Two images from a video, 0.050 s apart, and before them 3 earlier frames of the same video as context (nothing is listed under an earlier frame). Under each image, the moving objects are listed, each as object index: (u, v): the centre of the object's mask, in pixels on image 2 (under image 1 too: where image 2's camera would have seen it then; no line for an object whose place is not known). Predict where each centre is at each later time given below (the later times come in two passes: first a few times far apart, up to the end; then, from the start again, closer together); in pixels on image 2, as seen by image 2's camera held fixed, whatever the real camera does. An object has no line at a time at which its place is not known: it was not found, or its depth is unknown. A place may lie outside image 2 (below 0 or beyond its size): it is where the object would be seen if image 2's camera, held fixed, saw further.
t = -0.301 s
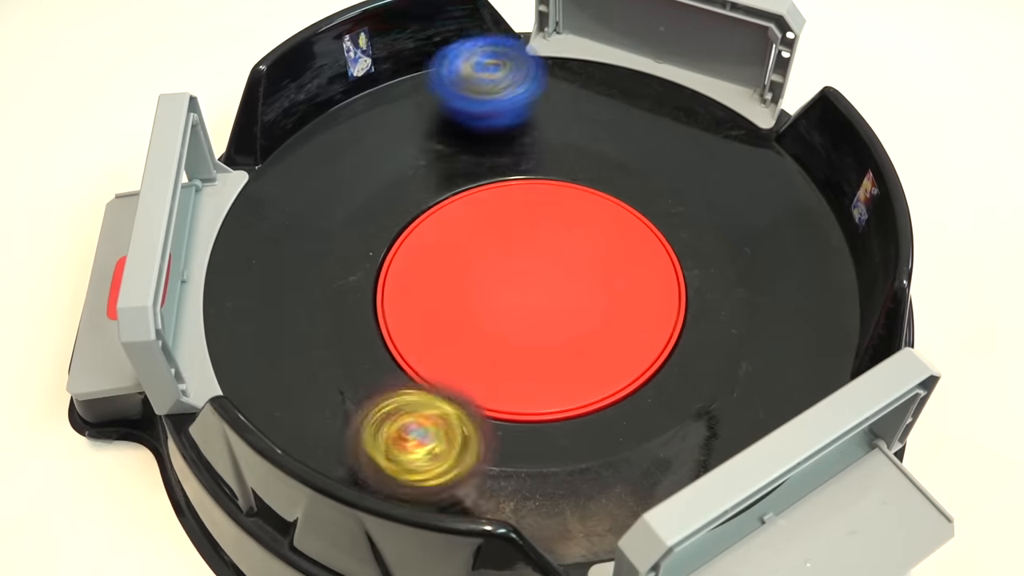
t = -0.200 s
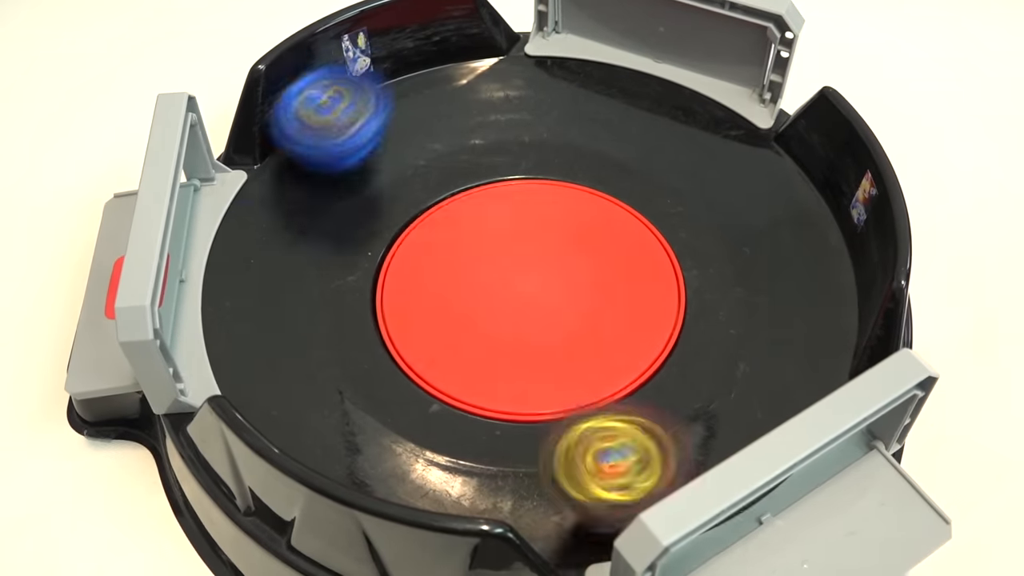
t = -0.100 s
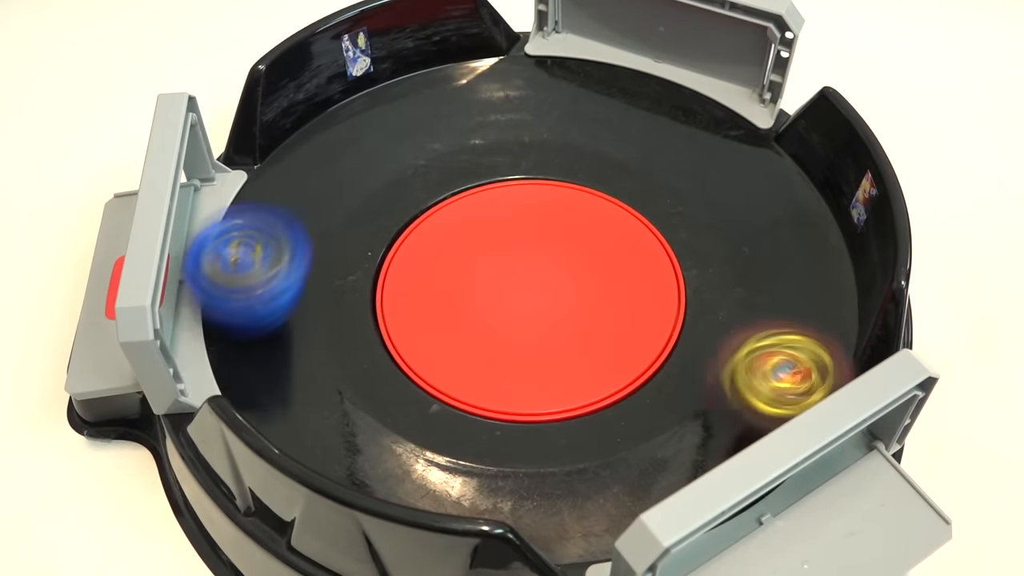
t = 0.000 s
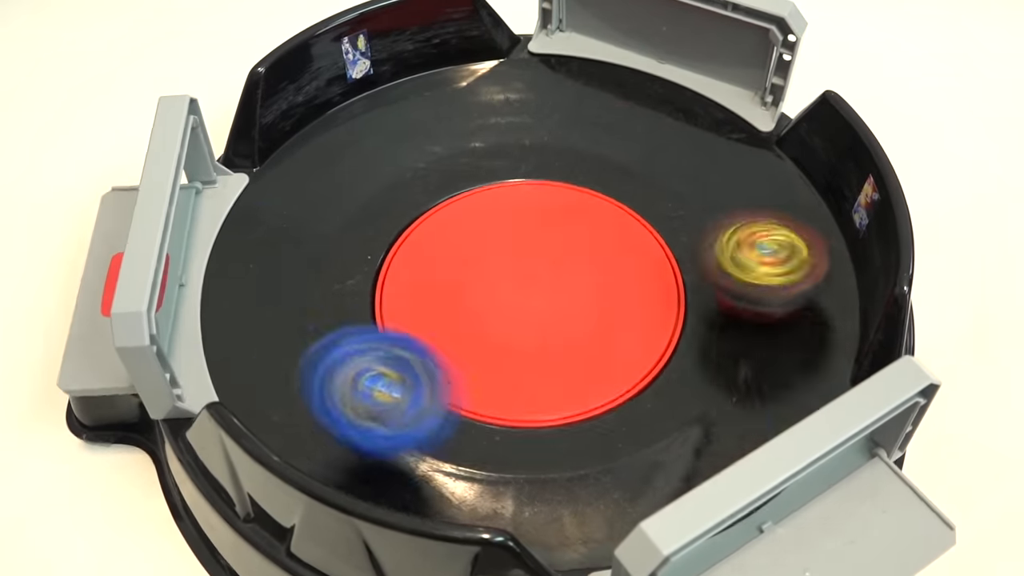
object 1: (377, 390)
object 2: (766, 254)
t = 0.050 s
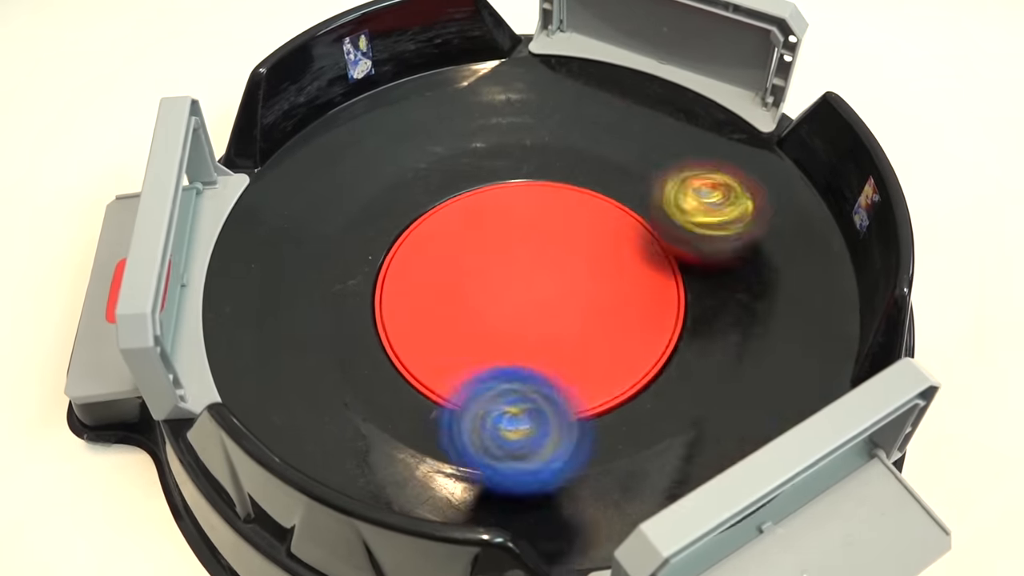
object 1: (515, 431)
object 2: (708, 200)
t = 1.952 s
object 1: (658, 123)
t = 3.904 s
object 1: (703, 220)
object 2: (559, 44)
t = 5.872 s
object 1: (394, 329)
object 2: (601, 119)
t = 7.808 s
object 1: (589, 344)
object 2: (727, 334)
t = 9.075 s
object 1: (513, 190)
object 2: (651, 373)
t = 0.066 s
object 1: (560, 429)
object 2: (689, 185)
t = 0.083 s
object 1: (604, 427)
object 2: (668, 169)
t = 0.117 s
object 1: (688, 406)
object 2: (627, 145)
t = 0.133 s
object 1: (727, 391)
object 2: (607, 133)
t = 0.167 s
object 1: (798, 353)
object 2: (563, 116)
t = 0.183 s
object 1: (821, 331)
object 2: (538, 105)
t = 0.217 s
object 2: (489, 92)
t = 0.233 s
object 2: (467, 87)
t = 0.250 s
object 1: (779, 240)
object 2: (441, 82)
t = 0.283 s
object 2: (392, 76)
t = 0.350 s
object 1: (688, 154)
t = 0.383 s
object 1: (646, 123)
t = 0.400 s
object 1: (622, 109)
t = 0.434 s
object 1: (569, 87)
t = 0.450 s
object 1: (542, 78)
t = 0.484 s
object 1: (482, 64)
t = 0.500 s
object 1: (455, 63)
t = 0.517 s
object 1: (426, 61)
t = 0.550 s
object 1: (381, 85)
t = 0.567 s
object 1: (358, 105)
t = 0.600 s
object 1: (318, 146)
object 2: (386, 404)
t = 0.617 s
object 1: (301, 169)
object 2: (417, 412)
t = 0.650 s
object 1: (275, 232)
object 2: (480, 414)
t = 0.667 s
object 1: (266, 260)
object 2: (511, 412)
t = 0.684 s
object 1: (260, 290)
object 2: (538, 408)
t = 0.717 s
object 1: (261, 351)
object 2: (595, 394)
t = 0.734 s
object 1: (277, 371)
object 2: (618, 383)
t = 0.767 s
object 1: (337, 389)
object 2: (666, 358)
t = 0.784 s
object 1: (372, 408)
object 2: (684, 348)
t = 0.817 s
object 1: (444, 439)
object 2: (721, 320)
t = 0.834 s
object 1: (485, 443)
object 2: (736, 308)
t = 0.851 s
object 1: (523, 448)
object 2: (749, 293)
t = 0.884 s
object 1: (604, 444)
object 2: (770, 258)
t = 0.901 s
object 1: (643, 436)
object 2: (778, 241)
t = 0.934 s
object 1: (712, 408)
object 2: (789, 208)
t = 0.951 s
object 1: (745, 392)
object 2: (792, 189)
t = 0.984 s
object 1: (804, 353)
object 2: (770, 159)
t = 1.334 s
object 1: (464, 92)
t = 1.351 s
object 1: (439, 99)
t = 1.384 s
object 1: (396, 117)
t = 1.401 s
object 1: (375, 129)
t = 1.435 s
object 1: (351, 154)
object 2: (242, 215)
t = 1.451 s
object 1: (346, 166)
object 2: (224, 238)
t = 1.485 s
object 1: (342, 196)
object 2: (205, 277)
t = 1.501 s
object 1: (344, 213)
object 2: (203, 292)
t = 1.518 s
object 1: (347, 226)
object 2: (218, 307)
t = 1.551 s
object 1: (362, 254)
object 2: (270, 322)
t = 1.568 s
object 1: (380, 259)
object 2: (289, 337)
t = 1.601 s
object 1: (446, 261)
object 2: (296, 386)
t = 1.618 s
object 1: (482, 263)
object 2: (304, 402)
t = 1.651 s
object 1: (540, 259)
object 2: (345, 423)
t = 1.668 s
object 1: (568, 256)
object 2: (366, 433)
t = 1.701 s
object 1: (623, 240)
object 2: (409, 451)
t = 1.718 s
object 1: (648, 229)
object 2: (430, 457)
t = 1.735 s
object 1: (670, 218)
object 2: (451, 464)
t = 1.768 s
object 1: (709, 194)
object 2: (497, 465)
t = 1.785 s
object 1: (730, 180)
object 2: (517, 464)
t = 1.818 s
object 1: (761, 151)
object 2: (556, 458)
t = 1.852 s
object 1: (754, 132)
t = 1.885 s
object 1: (726, 129)
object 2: (631, 429)
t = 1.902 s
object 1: (711, 129)
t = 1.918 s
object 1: (694, 123)
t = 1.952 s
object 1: (658, 123)
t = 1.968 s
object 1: (639, 123)
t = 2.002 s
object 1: (597, 125)
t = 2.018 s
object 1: (577, 129)
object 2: (706, 324)
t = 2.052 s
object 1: (539, 139)
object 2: (713, 296)
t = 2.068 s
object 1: (522, 146)
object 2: (715, 283)
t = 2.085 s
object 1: (504, 155)
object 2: (716, 269)
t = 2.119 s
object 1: (466, 178)
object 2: (715, 242)
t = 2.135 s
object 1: (448, 192)
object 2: (713, 230)
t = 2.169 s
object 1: (415, 224)
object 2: (706, 205)
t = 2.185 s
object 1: (401, 241)
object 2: (701, 193)
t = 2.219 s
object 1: (377, 281)
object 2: (692, 168)
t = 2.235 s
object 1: (375, 299)
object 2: (687, 159)
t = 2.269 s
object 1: (377, 340)
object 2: (670, 137)
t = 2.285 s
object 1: (381, 357)
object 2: (660, 128)
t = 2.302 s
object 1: (388, 375)
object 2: (648, 118)
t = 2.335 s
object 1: (412, 416)
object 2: (626, 102)
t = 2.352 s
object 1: (428, 428)
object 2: (613, 96)
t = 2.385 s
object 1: (471, 455)
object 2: (587, 85)
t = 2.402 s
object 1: (496, 464)
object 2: (573, 80)
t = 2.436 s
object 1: (552, 475)
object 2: (544, 75)
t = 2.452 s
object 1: (581, 478)
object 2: (529, 73)
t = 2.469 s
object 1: (609, 474)
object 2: (514, 73)
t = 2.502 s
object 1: (659, 456)
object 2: (483, 74)
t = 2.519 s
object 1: (684, 445)
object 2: (469, 75)
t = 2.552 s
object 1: (731, 417)
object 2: (440, 85)
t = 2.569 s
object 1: (751, 403)
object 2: (427, 91)
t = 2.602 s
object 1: (783, 373)
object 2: (403, 106)
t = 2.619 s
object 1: (794, 356)
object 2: (392, 115)
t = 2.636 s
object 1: (799, 331)
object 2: (381, 126)
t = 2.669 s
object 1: (800, 294)
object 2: (363, 149)
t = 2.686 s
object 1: (796, 276)
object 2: (356, 161)
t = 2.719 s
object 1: (779, 236)
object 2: (346, 189)
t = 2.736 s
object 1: (768, 221)
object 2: (342, 202)
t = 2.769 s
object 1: (740, 187)
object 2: (340, 227)
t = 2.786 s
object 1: (722, 174)
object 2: (340, 240)
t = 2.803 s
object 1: (703, 160)
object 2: (343, 253)
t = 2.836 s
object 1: (664, 140)
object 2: (348, 279)
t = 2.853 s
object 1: (643, 129)
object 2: (352, 292)
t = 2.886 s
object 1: (599, 116)
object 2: (362, 319)
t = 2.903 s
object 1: (576, 112)
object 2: (369, 332)
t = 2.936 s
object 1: (530, 105)
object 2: (385, 359)
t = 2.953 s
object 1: (505, 104)
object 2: (395, 371)
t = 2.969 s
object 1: (482, 103)
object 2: (407, 383)
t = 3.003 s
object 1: (435, 105)
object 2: (431, 406)
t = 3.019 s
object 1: (412, 109)
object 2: (444, 417)
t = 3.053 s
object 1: (369, 120)
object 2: (473, 433)
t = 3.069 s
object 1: (348, 126)
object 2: (492, 438)
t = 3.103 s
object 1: (306, 144)
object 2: (527, 446)
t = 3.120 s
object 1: (290, 150)
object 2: (548, 449)
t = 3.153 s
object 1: (256, 185)
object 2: (588, 453)
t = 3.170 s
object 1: (241, 199)
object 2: (610, 455)
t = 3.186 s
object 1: (230, 210)
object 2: (625, 453)
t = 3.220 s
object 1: (216, 254)
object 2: (663, 441)
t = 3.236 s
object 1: (212, 273)
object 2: (680, 431)
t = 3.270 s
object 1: (215, 313)
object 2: (710, 414)
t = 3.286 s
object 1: (229, 328)
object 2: (723, 406)
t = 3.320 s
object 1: (282, 353)
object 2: (747, 389)
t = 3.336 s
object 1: (314, 362)
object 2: (758, 378)
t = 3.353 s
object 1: (344, 372)
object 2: (765, 366)
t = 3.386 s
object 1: (404, 380)
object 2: (773, 331)
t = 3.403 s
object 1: (437, 382)
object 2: (774, 320)
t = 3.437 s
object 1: (498, 377)
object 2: (773, 294)
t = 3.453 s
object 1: (529, 375)
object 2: (773, 283)
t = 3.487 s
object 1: (596, 360)
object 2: (762, 256)
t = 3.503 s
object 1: (627, 350)
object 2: (753, 244)
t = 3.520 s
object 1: (662, 337)
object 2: (744, 232)
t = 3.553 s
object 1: (691, 307)
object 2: (731, 214)
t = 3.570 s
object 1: (704, 297)
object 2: (727, 198)
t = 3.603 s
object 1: (725, 283)
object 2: (718, 160)
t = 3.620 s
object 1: (732, 281)
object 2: (710, 149)
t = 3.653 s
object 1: (747, 266)
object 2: (696, 129)
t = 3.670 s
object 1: (753, 258)
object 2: (685, 119)
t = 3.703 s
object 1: (757, 248)
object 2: (667, 100)
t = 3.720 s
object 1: (757, 243)
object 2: (658, 91)
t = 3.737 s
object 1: (756, 238)
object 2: (653, 80)
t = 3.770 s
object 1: (749, 233)
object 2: (631, 66)
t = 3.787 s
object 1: (744, 232)
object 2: (619, 60)
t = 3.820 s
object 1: (732, 226)
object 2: (603, 50)
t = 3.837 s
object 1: (725, 224)
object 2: (594, 46)
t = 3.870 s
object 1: (714, 225)
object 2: (574, 43)
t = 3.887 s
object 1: (709, 223)
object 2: (567, 44)
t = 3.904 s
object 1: (703, 220)
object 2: (559, 44)
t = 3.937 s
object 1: (693, 221)
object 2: (544, 46)
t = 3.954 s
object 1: (688, 221)
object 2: (534, 47)
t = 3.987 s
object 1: (681, 218)
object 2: (524, 52)
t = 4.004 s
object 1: (682, 217)
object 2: (518, 55)
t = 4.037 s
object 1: (686, 216)
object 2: (508, 62)
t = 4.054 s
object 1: (687, 216)
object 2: (505, 66)
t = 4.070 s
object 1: (688, 216)
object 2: (503, 70)
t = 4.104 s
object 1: (688, 218)
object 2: (497, 82)
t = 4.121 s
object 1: (688, 220)
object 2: (496, 89)
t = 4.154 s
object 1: (690, 222)
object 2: (493, 105)
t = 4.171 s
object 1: (691, 223)
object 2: (491, 112)
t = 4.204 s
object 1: (693, 226)
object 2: (487, 124)
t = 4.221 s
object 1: (694, 227)
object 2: (484, 130)
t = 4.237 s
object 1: (695, 229)
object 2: (483, 135)
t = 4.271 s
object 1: (697, 231)
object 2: (478, 147)
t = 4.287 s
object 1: (697, 232)
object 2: (475, 153)
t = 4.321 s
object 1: (698, 234)
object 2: (466, 162)
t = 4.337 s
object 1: (698, 235)
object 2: (458, 168)
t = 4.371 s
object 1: (700, 237)
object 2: (440, 182)
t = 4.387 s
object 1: (700, 236)
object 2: (432, 190)
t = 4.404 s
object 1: (700, 238)
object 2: (423, 199)
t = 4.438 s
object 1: (702, 238)
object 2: (402, 224)
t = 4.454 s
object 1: (700, 239)
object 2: (391, 240)
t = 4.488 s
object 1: (702, 237)
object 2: (380, 267)
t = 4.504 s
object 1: (702, 238)
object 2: (373, 284)
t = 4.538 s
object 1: (702, 236)
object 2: (378, 311)
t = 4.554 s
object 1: (703, 234)
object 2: (387, 320)
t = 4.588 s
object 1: (701, 231)
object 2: (409, 337)
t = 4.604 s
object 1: (701, 229)
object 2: (424, 346)
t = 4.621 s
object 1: (701, 228)
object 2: (437, 352)
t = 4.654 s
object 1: (698, 225)
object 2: (468, 359)
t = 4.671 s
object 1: (697, 223)
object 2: (481, 365)
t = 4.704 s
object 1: (692, 220)
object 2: (511, 374)
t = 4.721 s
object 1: (690, 218)
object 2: (526, 373)
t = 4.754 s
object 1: (686, 215)
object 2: (549, 377)
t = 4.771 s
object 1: (684, 215)
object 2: (558, 378)
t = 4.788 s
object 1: (681, 212)
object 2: (567, 379)
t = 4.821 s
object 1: (677, 205)
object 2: (579, 377)
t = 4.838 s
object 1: (676, 200)
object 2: (584, 377)
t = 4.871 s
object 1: (672, 194)
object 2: (590, 376)
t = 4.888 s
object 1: (670, 191)
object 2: (592, 376)
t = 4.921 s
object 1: (664, 186)
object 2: (596, 375)
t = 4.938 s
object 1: (659, 184)
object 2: (596, 374)
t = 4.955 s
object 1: (655, 182)
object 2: (599, 383)
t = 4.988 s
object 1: (643, 176)
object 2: (599, 381)
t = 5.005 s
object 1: (636, 172)
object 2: (599, 380)
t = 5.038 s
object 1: (622, 165)
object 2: (598, 378)
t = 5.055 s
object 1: (613, 163)
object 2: (599, 377)
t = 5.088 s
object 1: (594, 157)
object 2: (602, 379)
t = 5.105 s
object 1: (584, 154)
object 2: (603, 380)
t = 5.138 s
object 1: (560, 151)
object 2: (604, 379)
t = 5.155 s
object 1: (546, 150)
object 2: (606, 379)
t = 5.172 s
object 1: (531, 150)
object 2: (606, 379)
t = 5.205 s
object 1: (497, 155)
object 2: (607, 378)
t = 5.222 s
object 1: (477, 159)
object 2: (608, 380)
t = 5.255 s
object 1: (439, 172)
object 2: (608, 379)
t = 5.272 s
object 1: (422, 180)
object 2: (607, 379)
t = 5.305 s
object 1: (394, 199)
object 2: (608, 375)
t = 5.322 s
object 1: (383, 209)
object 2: (608, 373)
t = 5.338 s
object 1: (372, 219)
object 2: (611, 370)
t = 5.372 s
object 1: (354, 238)
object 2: (618, 361)
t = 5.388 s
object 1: (347, 246)
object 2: (620, 355)
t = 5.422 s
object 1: (335, 261)
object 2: (631, 343)
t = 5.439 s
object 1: (331, 267)
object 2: (635, 335)
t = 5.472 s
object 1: (326, 278)
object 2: (645, 317)
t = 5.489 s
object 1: (324, 282)
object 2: (652, 305)
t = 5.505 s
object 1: (324, 285)
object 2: (653, 296)
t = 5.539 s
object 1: (326, 290)
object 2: (662, 268)
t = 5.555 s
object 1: (327, 295)
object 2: (663, 256)
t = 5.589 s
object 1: (331, 300)
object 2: (666, 227)
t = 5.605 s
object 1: (335, 304)
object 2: (665, 214)
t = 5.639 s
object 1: (340, 310)
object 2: (660, 187)
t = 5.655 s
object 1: (343, 312)
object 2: (655, 178)
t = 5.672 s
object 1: (347, 316)
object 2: (650, 168)
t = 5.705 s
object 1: (355, 321)
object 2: (645, 155)
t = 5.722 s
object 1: (358, 323)
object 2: (640, 148)
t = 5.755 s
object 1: (365, 326)
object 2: (631, 139)
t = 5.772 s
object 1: (369, 327)
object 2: (627, 134)
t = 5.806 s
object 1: (377, 329)
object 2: (616, 128)
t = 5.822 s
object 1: (381, 329)
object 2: (612, 125)
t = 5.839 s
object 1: (385, 329)
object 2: (608, 123)
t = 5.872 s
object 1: (394, 329)
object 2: (601, 119)
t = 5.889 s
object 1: (401, 331)
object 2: (598, 118)
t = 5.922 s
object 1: (414, 335)
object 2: (591, 115)
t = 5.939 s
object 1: (420, 336)
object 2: (589, 114)
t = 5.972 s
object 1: (439, 341)
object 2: (583, 111)
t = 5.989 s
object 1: (450, 345)
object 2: (582, 111)
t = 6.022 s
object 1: (475, 351)
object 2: (578, 111)
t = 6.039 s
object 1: (490, 351)
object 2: (578, 111)
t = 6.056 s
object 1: (506, 355)
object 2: (577, 111)
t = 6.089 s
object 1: (542, 359)
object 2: (574, 112)
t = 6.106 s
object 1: (561, 360)
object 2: (573, 113)
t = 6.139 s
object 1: (604, 358)
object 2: (570, 114)
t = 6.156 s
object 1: (624, 354)
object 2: (569, 116)
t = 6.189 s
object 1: (656, 343)
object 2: (566, 116)
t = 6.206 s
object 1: (670, 337)
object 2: (564, 119)
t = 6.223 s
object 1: (681, 332)
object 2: (563, 119)
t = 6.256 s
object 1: (698, 320)
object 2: (558, 123)
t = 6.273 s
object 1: (704, 315)
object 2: (557, 124)
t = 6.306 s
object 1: (712, 302)
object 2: (553, 126)
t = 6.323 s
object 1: (714, 295)
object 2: (552, 126)
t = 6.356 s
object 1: (717, 281)
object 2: (549, 129)
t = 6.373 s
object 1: (717, 275)
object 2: (547, 130)
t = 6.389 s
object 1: (717, 268)
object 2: (547, 130)
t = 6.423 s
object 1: (716, 256)
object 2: (544, 131)
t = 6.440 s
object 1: (715, 250)
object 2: (544, 132)
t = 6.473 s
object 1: (713, 239)
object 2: (541, 135)
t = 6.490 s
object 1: (711, 234)
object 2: (539, 136)
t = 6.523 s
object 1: (708, 225)
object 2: (535, 140)
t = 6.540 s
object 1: (706, 222)
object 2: (531, 142)
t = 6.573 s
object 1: (703, 215)
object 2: (522, 149)
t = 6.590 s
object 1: (700, 212)
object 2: (513, 153)
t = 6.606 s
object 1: (698, 209)
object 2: (507, 155)
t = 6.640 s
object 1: (695, 206)
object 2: (488, 162)
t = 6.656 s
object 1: (692, 204)
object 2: (477, 165)
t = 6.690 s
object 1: (687, 201)
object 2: (453, 176)
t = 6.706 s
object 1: (685, 201)
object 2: (439, 182)
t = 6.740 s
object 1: (679, 200)
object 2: (411, 197)
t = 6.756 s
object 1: (675, 200)
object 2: (396, 203)
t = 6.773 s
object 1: (672, 200)
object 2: (387, 213)
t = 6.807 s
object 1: (665, 198)
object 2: (378, 237)
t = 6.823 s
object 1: (663, 196)
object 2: (381, 248)
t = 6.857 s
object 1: (659, 192)
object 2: (382, 269)
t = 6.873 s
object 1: (656, 189)
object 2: (384, 281)
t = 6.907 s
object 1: (649, 185)
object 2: (391, 303)
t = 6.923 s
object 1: (645, 184)
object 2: (398, 317)
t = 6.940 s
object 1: (640, 181)
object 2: (405, 328)
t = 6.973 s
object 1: (631, 180)
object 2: (423, 345)
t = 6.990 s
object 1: (625, 180)
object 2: (432, 352)
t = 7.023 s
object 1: (610, 175)
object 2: (450, 365)
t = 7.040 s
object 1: (602, 172)
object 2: (458, 370)
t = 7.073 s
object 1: (581, 166)
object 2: (475, 378)
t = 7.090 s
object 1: (569, 163)
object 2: (484, 381)
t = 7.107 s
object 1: (555, 160)
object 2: (493, 384)
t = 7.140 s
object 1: (524, 154)
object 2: (507, 389)
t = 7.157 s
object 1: (508, 152)
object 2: (514, 391)
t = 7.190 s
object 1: (475, 157)
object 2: (526, 394)
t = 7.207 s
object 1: (457, 164)
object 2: (533, 395)
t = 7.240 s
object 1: (422, 180)
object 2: (544, 397)
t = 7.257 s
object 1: (408, 191)
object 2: (550, 397)
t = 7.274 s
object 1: (394, 200)
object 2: (556, 395)
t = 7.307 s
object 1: (377, 225)
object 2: (570, 393)
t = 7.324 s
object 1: (373, 238)
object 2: (576, 392)
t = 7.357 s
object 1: (374, 267)
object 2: (592, 387)
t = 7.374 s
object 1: (378, 283)
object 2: (598, 386)
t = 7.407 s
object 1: (392, 308)
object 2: (613, 380)
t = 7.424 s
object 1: (402, 319)
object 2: (618, 378)
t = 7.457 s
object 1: (427, 338)
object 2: (631, 371)
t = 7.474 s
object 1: (442, 347)
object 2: (635, 369)
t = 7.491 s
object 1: (458, 354)
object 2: (640, 367)
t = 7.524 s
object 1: (490, 363)
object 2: (648, 361)
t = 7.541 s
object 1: (507, 366)
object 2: (651, 359)
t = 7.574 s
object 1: (526, 366)
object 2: (668, 354)
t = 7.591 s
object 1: (530, 368)
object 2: (680, 351)
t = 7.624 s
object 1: (540, 366)
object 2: (695, 349)
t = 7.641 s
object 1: (545, 367)
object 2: (701, 347)
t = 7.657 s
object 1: (549, 367)
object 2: (706, 346)
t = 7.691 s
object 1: (558, 368)
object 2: (714, 345)
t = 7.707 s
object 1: (562, 368)
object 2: (718, 344)
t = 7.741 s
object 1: (569, 366)
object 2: (723, 342)
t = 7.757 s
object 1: (573, 363)
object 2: (726, 339)
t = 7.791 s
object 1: (585, 353)
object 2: (728, 336)
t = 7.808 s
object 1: (589, 344)
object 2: (727, 334)
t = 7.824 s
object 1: (580, 332)
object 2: (739, 332)
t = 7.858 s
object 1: (553, 311)
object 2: (767, 327)
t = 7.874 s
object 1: (542, 299)
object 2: (777, 323)
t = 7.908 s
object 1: (523, 282)
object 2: (787, 320)
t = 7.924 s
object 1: (516, 273)
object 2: (788, 319)
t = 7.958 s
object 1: (502, 257)
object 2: (789, 314)
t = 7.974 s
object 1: (494, 251)
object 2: (789, 313)
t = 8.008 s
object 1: (477, 238)
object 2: (784, 312)
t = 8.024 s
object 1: (468, 233)
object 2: (780, 309)
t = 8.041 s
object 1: (458, 229)
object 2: (777, 309)
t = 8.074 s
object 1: (437, 223)
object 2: (769, 305)
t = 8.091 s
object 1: (427, 221)
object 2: (768, 302)
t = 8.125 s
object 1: (407, 220)
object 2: (755, 300)
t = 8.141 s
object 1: (398, 217)
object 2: (744, 297)
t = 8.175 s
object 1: (381, 219)
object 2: (723, 295)
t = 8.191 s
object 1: (377, 212)
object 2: (717, 293)
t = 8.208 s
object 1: (368, 213)
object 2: (707, 290)
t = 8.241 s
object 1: (357, 204)
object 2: (689, 288)
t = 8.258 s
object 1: (353, 200)
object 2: (682, 292)
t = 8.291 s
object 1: (345, 187)
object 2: (673, 283)
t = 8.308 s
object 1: (342, 179)
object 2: (668, 283)
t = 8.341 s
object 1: (340, 168)
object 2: (655, 270)
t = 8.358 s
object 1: (341, 162)
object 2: (646, 265)
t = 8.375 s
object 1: (341, 156)
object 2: (641, 258)
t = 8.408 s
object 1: (344, 147)
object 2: (625, 239)
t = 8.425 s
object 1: (347, 143)
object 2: (616, 228)
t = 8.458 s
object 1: (353, 137)
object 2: (593, 206)
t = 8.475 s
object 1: (358, 133)
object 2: (582, 196)
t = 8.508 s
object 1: (367, 128)
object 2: (553, 179)
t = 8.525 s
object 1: (373, 127)
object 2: (532, 169)
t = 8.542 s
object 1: (378, 125)
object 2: (512, 163)
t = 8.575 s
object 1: (383, 121)
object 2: (486, 155)
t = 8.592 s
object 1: (375, 110)
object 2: (489, 162)
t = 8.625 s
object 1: (364, 96)
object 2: (492, 179)
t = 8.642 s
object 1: (364, 93)
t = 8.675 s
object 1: (369, 100)
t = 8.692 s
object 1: (375, 102)
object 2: (488, 209)
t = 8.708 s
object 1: (380, 104)
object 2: (485, 217)
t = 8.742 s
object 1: (389, 111)
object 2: (479, 232)
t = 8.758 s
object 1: (396, 115)
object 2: (475, 241)
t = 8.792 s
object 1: (409, 123)
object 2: (469, 258)
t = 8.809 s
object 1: (418, 129)
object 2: (467, 268)
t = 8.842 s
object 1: (433, 139)
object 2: (469, 290)
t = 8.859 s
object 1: (444, 142)
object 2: (474, 303)
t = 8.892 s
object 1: (466, 150)
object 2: (491, 323)
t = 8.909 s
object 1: (478, 156)
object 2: (503, 335)
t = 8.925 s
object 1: (488, 164)
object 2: (518, 343)
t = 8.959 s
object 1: (502, 168)
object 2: (553, 357)
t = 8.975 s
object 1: (506, 168)
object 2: (577, 361)
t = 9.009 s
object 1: (512, 170)
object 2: (607, 367)
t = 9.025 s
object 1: (513, 175)
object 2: (621, 369)
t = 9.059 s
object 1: (513, 182)
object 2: (642, 374)
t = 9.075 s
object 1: (513, 190)
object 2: (651, 373)
